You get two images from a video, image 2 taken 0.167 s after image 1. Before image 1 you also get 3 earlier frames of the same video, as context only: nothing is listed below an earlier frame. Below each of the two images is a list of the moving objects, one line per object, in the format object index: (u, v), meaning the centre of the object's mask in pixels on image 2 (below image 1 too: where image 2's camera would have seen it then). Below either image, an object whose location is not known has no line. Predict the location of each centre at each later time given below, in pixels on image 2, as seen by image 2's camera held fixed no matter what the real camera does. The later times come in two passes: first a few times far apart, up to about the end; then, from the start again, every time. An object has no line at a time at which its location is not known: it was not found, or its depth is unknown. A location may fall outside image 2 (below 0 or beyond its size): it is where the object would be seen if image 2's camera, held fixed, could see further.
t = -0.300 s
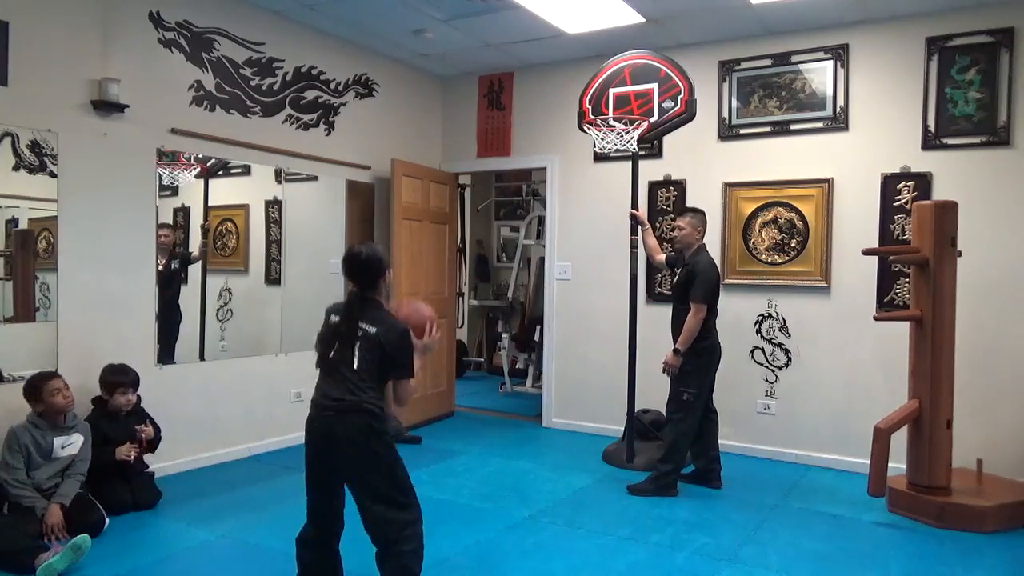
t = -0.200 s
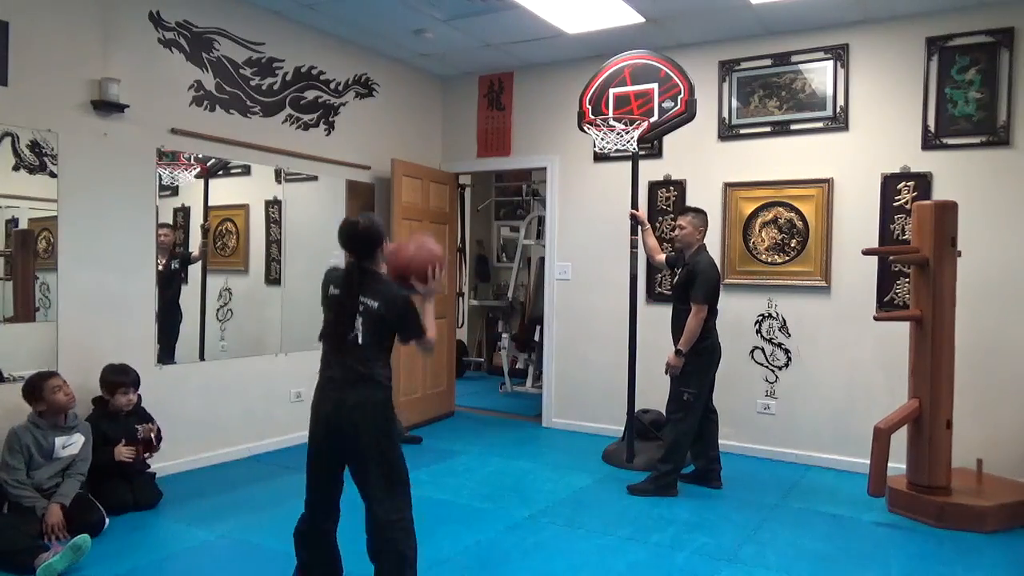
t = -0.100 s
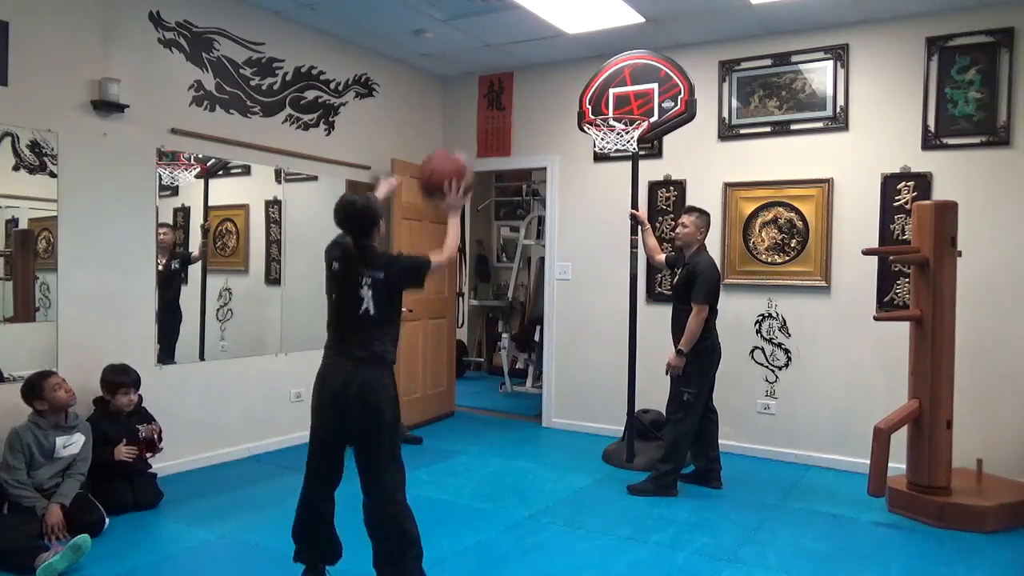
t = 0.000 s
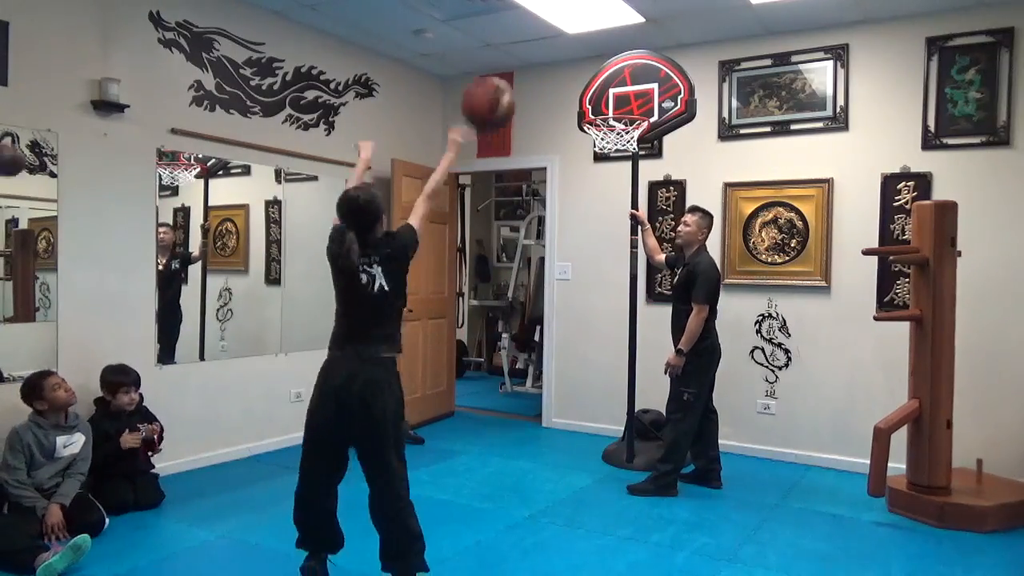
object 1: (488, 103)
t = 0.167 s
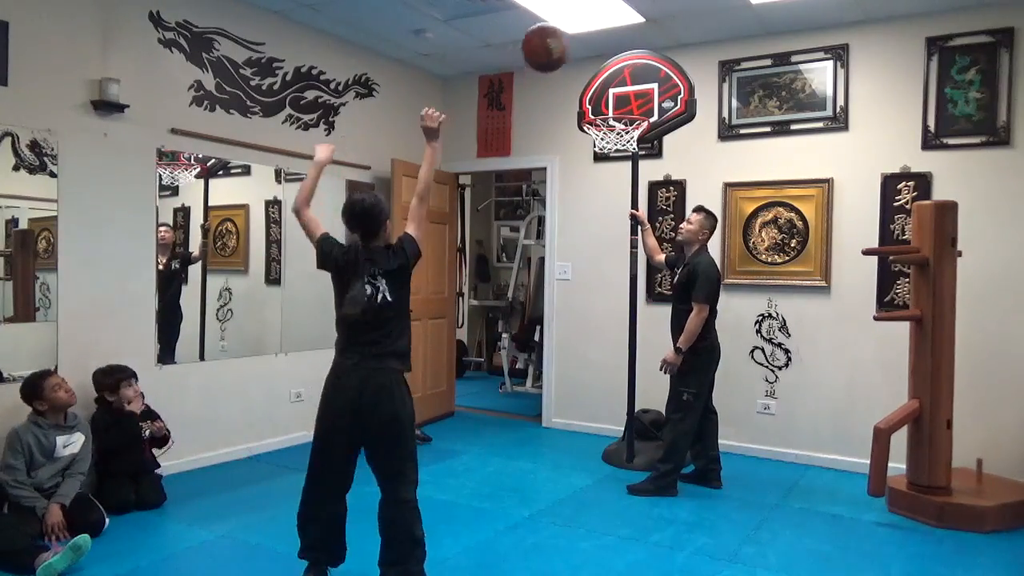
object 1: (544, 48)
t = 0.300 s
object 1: (581, 47)
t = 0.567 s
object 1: (611, 101)
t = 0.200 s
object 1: (554, 45)
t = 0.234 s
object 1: (564, 44)
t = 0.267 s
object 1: (572, 44)
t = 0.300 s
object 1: (581, 47)
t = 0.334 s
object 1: (589, 51)
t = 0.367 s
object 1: (596, 55)
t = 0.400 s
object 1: (604, 62)
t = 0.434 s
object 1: (610, 71)
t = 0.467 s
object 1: (618, 83)
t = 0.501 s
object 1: (620, 92)
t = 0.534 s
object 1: (615, 97)
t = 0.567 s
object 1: (611, 101)
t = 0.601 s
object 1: (606, 106)
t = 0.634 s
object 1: (610, 118)
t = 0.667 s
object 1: (615, 122)
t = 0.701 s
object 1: (623, 126)
